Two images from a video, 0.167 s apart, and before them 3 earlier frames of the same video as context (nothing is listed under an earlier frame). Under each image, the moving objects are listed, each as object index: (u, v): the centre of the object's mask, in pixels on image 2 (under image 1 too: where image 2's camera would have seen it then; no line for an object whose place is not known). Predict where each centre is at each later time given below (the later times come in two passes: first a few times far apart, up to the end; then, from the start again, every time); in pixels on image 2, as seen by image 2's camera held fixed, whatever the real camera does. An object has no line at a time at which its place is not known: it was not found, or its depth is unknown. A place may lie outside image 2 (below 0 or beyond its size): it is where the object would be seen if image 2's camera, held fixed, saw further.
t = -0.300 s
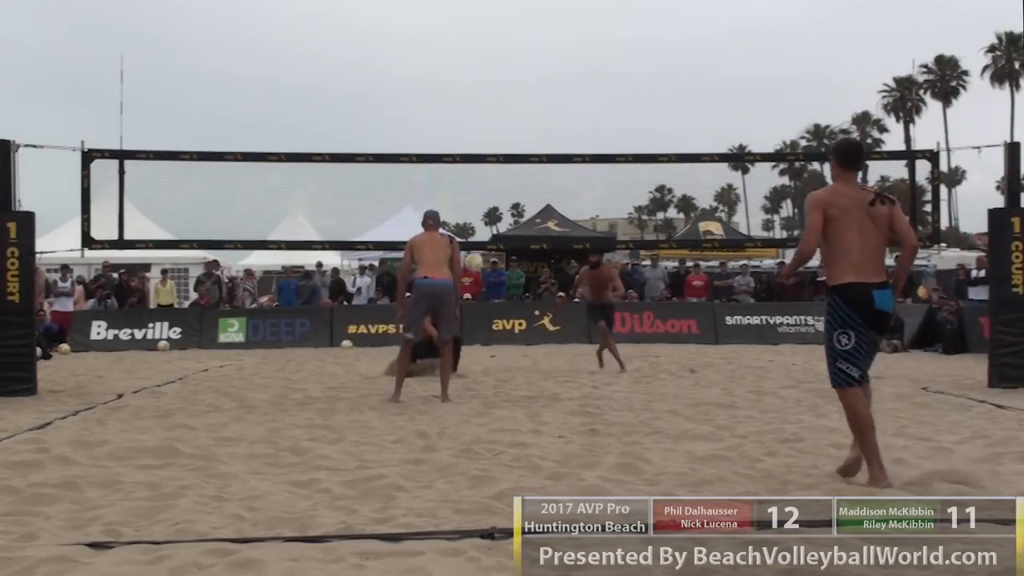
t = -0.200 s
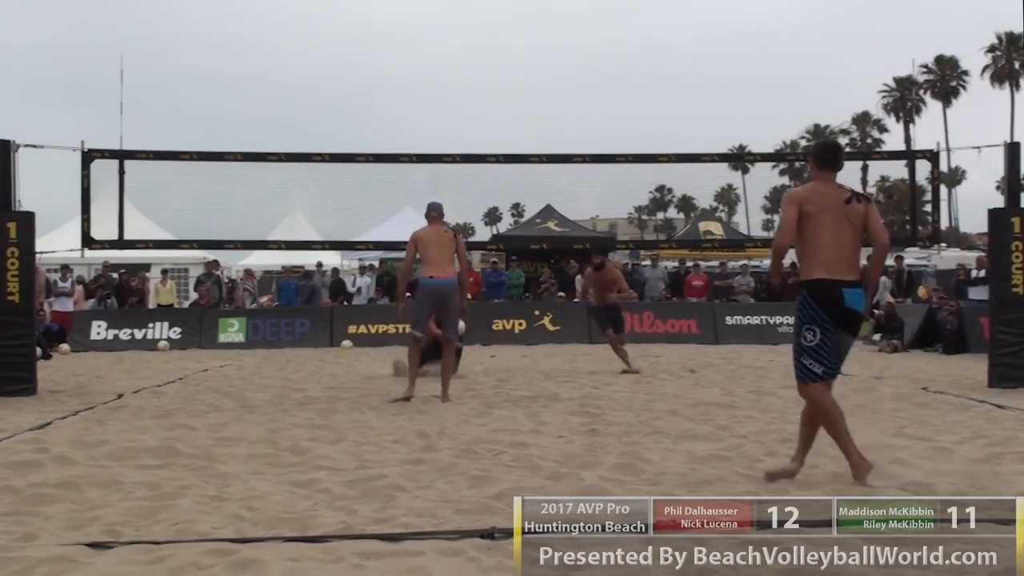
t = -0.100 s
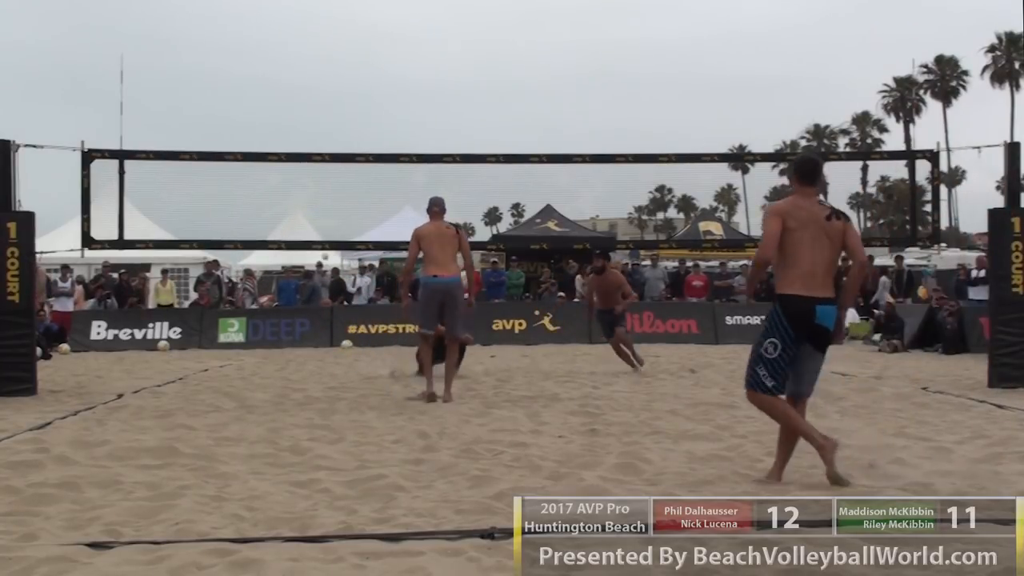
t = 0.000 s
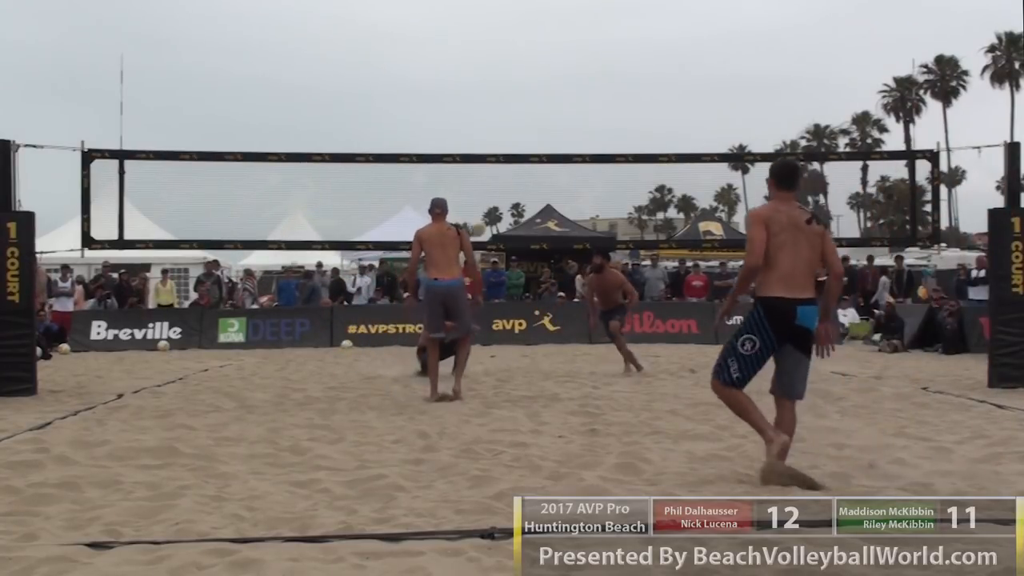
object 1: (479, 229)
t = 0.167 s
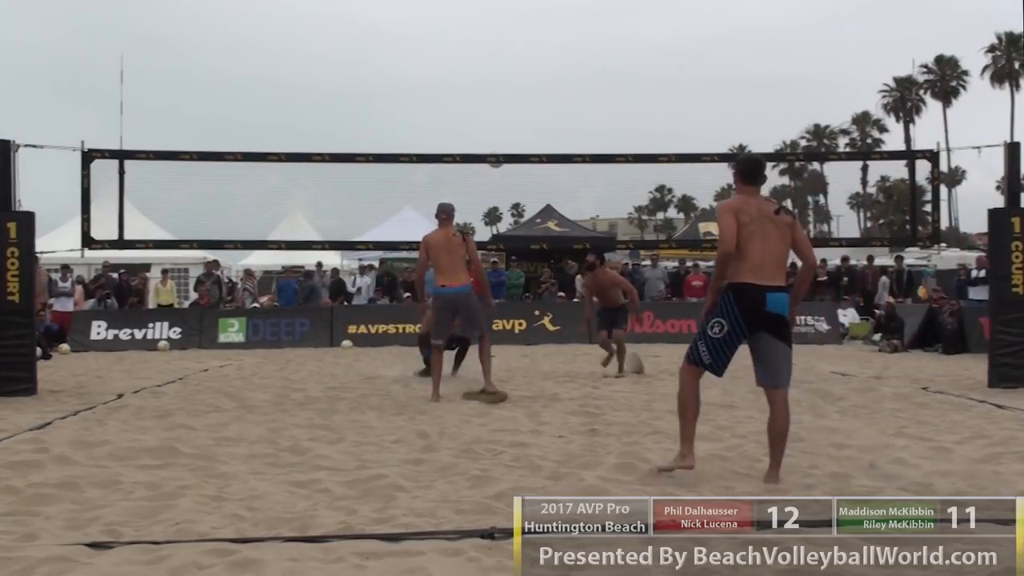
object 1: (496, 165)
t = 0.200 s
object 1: (499, 147)
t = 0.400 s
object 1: (522, 100)
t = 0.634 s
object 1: (549, 84)
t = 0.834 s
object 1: (573, 107)
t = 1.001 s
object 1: (594, 149)
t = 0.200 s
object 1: (499, 147)
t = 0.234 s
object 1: (503, 138)
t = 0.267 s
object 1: (506, 128)
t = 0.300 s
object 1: (510, 120)
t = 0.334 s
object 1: (514, 112)
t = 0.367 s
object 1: (518, 105)
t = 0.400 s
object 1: (522, 100)
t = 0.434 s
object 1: (526, 95)
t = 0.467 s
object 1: (529, 91)
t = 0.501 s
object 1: (533, 87)
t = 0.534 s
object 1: (537, 86)
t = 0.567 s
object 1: (541, 84)
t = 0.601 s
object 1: (545, 84)
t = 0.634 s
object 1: (549, 84)
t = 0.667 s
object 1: (553, 86)
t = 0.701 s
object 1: (557, 88)
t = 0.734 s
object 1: (561, 91)
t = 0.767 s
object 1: (565, 96)
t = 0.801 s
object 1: (569, 101)
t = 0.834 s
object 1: (573, 107)
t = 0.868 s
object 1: (577, 114)
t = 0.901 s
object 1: (582, 122)
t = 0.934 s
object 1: (586, 132)
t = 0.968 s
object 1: (590, 142)
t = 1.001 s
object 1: (594, 149)
